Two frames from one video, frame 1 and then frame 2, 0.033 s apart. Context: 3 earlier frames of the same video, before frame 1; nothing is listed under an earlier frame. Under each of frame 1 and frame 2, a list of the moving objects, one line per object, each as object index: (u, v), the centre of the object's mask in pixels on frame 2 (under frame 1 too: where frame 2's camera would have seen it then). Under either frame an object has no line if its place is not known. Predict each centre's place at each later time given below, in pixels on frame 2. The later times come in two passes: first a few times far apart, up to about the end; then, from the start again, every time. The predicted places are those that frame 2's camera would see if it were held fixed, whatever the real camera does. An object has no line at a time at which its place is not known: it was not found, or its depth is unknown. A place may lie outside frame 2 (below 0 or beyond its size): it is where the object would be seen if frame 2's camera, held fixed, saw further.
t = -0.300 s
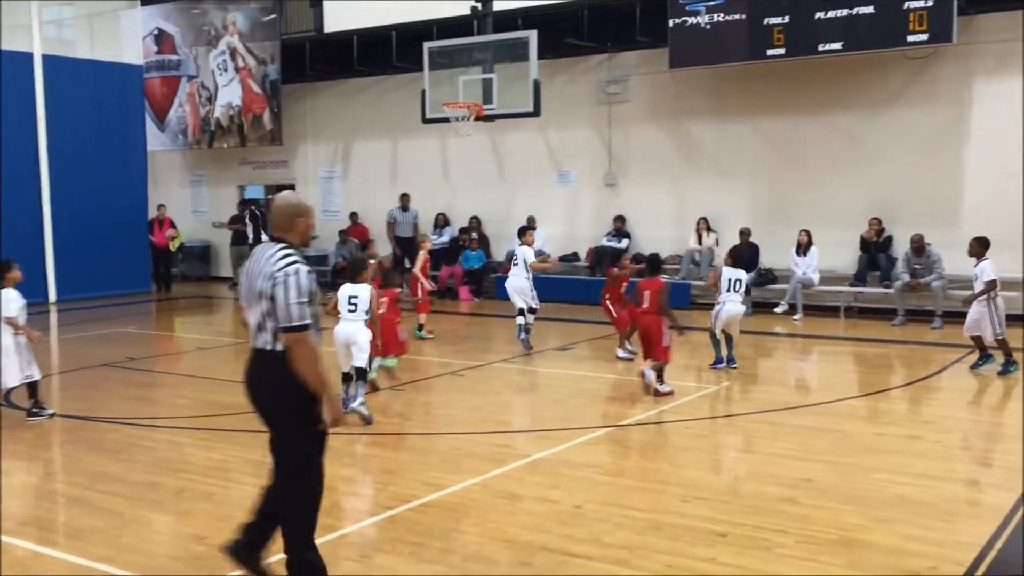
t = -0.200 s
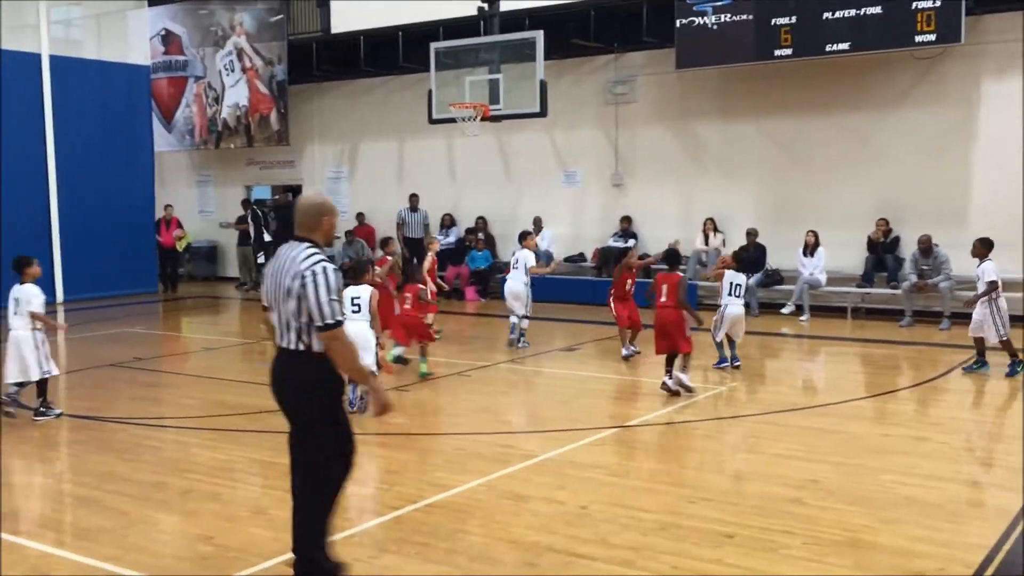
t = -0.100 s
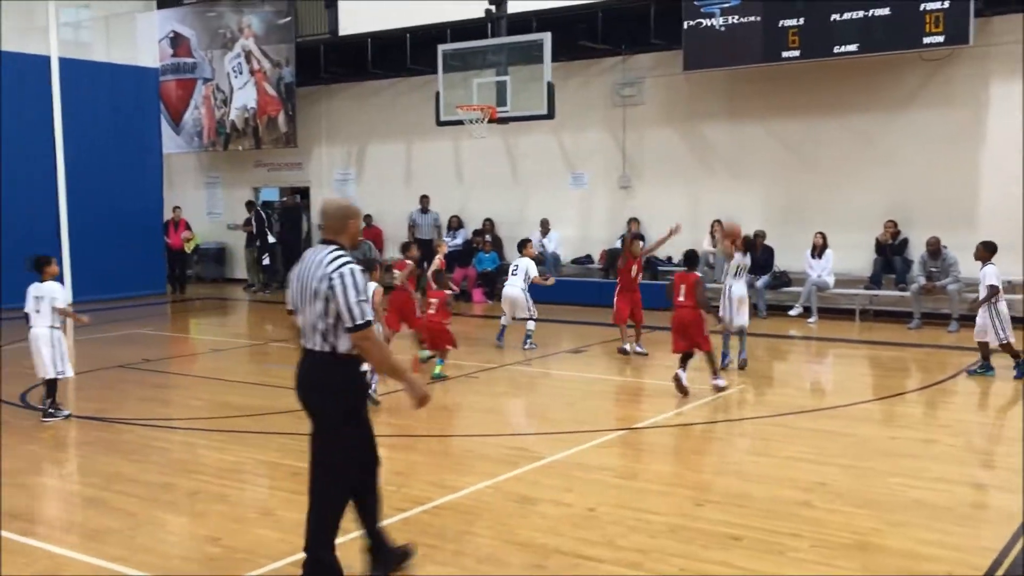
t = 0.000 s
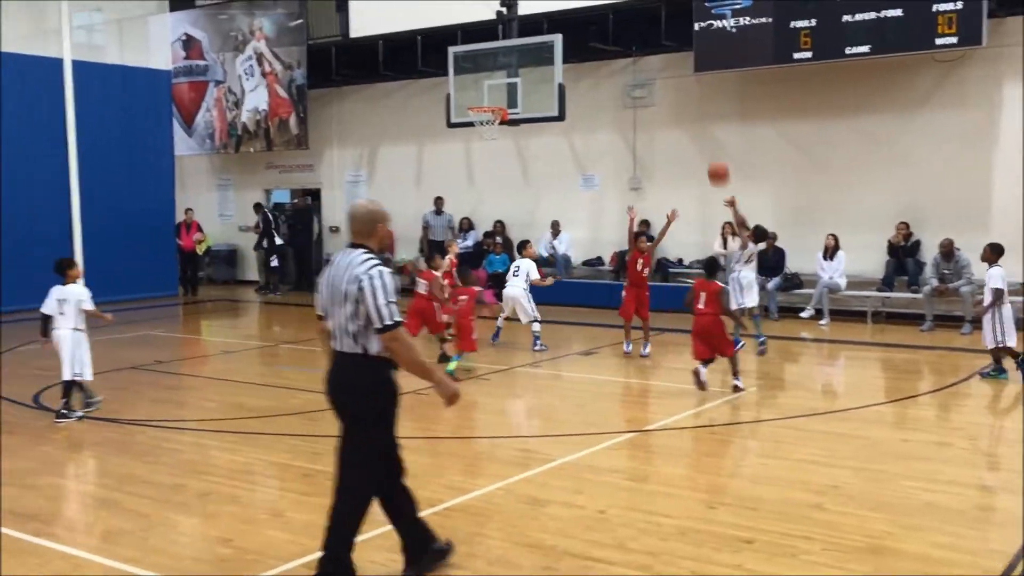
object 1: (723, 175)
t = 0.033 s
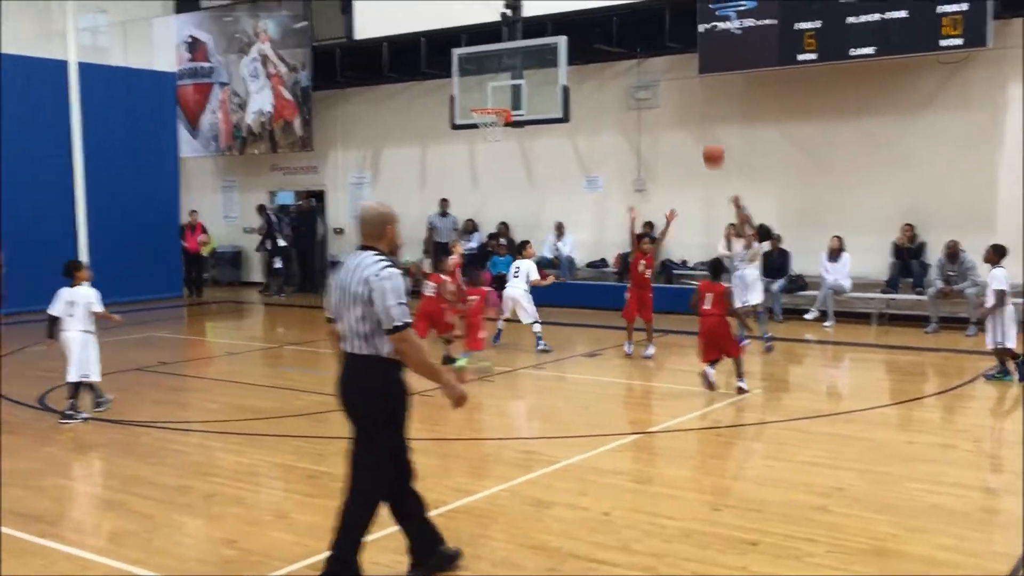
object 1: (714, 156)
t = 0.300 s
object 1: (645, 46)
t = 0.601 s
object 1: (577, 5)
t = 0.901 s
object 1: (519, 37)
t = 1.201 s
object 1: (487, 86)
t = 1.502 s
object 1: (519, 43)
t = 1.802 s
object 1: (543, 57)
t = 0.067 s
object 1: (704, 137)
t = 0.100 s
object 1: (696, 121)
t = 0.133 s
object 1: (686, 105)
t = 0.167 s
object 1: (678, 91)
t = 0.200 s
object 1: (669, 78)
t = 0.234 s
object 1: (660, 66)
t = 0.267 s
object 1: (652, 54)
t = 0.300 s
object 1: (645, 46)
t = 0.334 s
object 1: (637, 37)
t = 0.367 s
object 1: (629, 30)
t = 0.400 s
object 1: (620, 24)
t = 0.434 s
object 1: (613, 18)
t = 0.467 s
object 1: (606, 14)
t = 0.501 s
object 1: (598, 11)
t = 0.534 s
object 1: (591, 7)
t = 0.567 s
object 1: (584, 6)
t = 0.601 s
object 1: (577, 5)
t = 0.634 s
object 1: (570, 5)
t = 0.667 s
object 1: (563, 7)
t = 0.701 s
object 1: (556, 8)
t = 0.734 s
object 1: (550, 12)
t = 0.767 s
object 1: (543, 15)
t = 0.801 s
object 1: (537, 20)
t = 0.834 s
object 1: (531, 25)
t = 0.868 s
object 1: (525, 31)
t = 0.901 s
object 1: (519, 37)
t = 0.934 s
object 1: (513, 45)
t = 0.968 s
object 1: (507, 55)
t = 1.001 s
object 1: (502, 63)
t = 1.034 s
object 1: (495, 73)
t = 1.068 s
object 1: (489, 84)
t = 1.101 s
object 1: (485, 96)
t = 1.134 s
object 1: (480, 103)
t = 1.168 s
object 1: (484, 96)
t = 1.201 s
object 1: (487, 86)
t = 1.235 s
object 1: (491, 78)
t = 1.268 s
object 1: (495, 71)
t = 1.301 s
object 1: (498, 64)
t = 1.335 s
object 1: (502, 59)
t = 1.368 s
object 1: (506, 55)
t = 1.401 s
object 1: (509, 50)
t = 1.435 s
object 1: (512, 47)
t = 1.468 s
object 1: (515, 44)
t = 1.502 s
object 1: (519, 43)
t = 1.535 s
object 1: (523, 42)
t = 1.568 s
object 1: (527, 42)
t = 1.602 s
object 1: (531, 43)
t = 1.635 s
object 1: (535, 44)
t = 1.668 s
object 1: (537, 46)
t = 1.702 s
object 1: (538, 48)
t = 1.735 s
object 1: (540, 50)
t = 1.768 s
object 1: (541, 54)
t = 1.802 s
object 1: (543, 57)
